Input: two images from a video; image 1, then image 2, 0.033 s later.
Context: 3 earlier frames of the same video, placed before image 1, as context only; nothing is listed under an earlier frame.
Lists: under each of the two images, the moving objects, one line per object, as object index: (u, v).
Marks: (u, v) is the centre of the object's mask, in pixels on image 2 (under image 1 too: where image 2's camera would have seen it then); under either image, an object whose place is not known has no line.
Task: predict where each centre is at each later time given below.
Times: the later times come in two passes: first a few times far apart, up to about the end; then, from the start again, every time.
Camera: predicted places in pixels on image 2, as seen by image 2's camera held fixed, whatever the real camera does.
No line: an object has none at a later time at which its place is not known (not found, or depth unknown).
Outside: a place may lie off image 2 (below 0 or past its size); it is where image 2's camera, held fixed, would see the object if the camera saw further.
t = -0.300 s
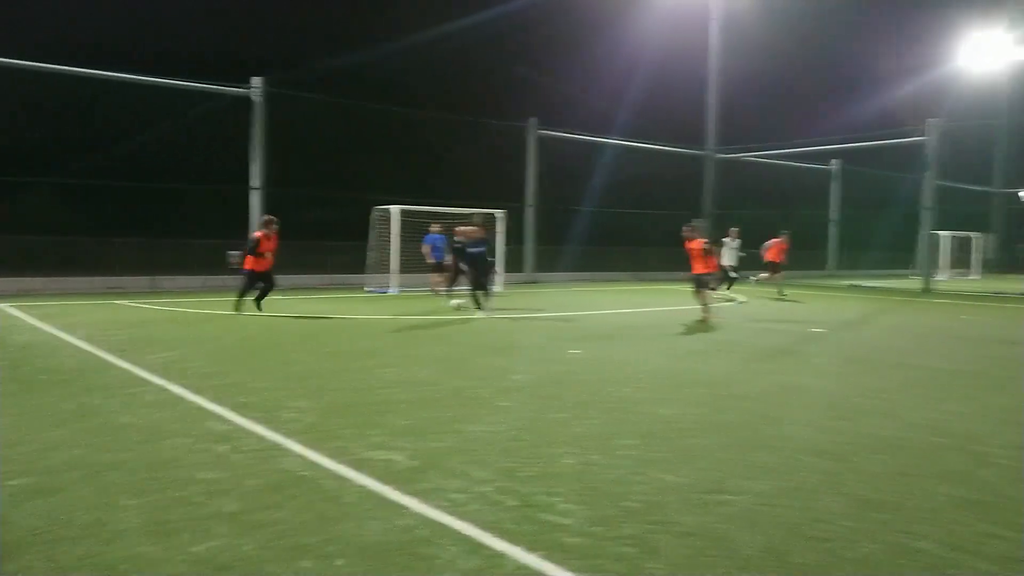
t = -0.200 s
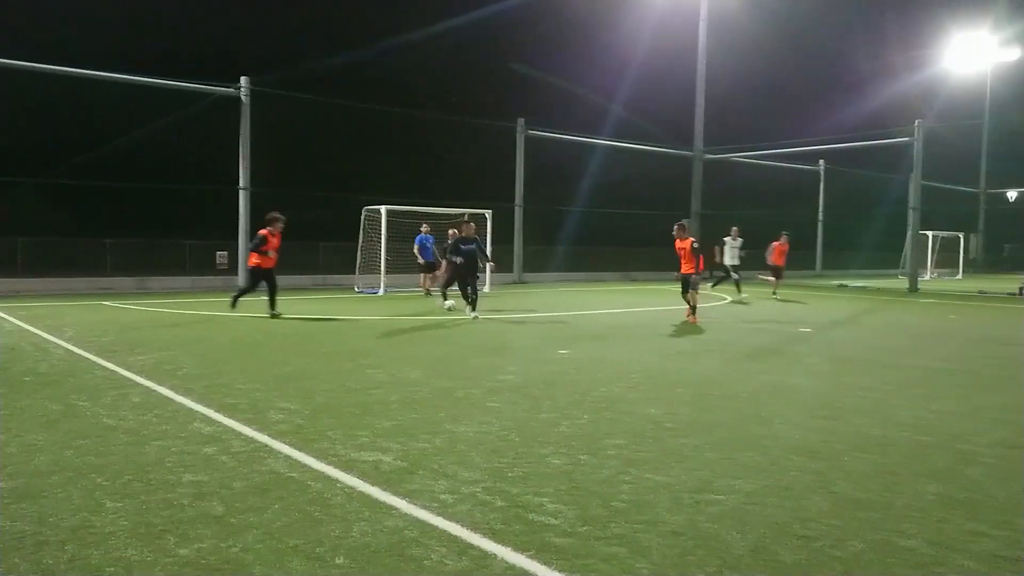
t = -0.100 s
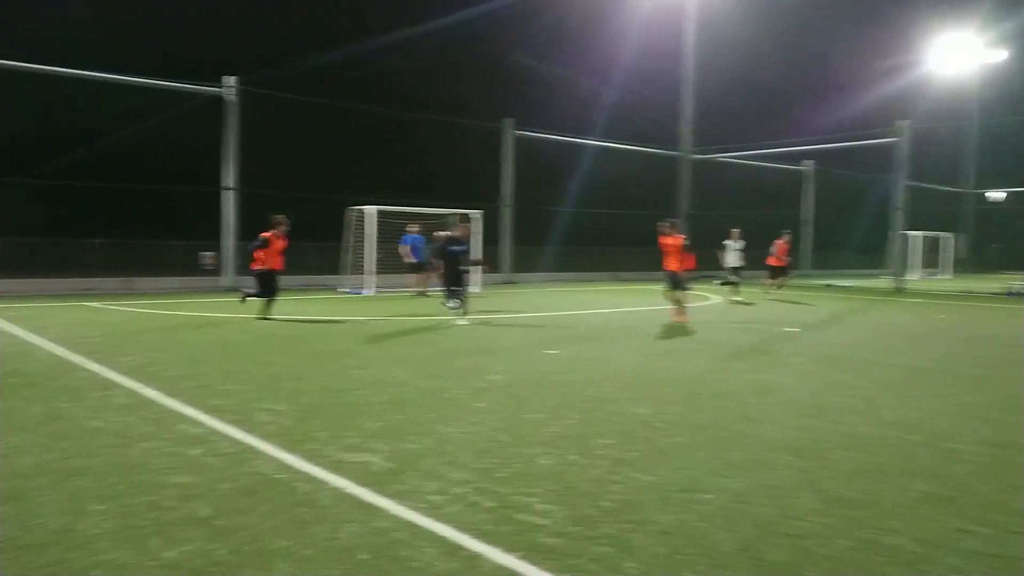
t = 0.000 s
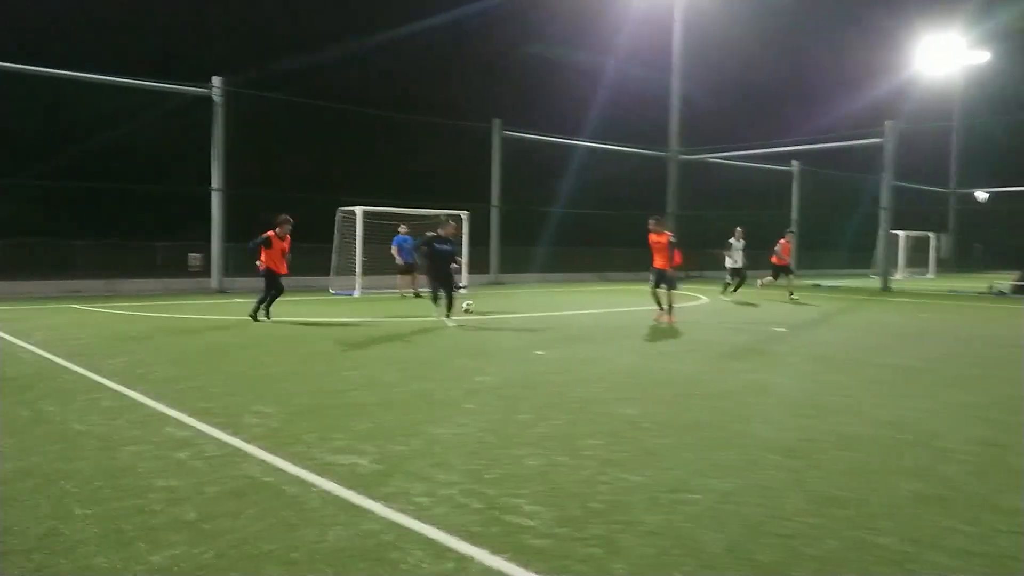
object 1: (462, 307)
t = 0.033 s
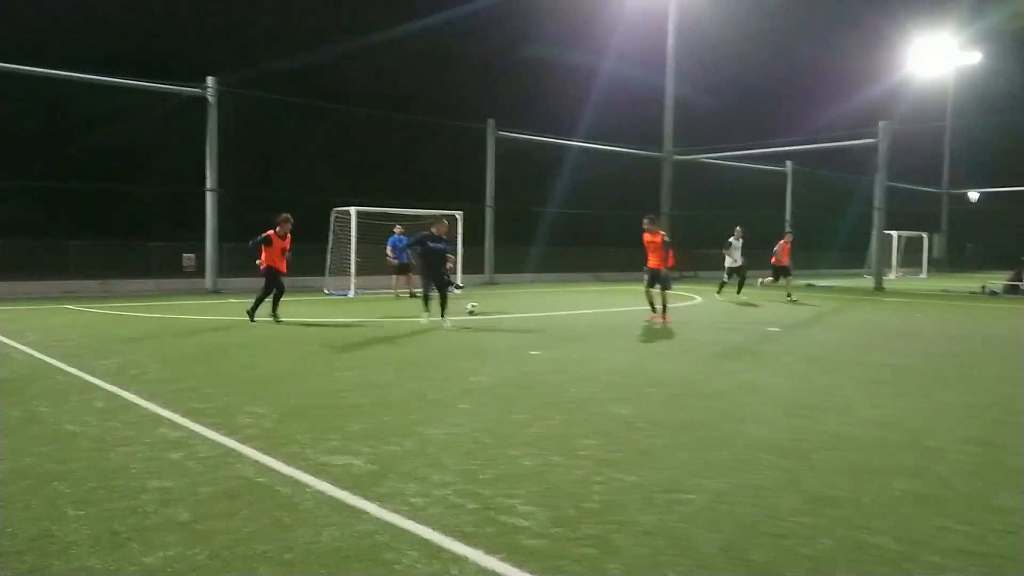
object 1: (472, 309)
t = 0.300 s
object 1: (575, 340)
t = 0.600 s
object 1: (752, 385)
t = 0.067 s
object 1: (483, 312)
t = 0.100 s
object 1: (494, 315)
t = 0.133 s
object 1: (506, 320)
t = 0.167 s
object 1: (519, 325)
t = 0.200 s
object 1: (533, 332)
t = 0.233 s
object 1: (547, 338)
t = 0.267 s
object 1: (560, 338)
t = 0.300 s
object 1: (575, 340)
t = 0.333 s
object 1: (590, 342)
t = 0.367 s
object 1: (608, 347)
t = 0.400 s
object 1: (626, 352)
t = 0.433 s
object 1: (645, 360)
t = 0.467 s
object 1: (664, 363)
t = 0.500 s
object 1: (683, 366)
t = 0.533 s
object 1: (705, 370)
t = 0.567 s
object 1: (727, 376)
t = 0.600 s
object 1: (752, 385)
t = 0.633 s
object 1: (776, 389)
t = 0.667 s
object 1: (790, 392)
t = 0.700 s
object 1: (821, 397)
